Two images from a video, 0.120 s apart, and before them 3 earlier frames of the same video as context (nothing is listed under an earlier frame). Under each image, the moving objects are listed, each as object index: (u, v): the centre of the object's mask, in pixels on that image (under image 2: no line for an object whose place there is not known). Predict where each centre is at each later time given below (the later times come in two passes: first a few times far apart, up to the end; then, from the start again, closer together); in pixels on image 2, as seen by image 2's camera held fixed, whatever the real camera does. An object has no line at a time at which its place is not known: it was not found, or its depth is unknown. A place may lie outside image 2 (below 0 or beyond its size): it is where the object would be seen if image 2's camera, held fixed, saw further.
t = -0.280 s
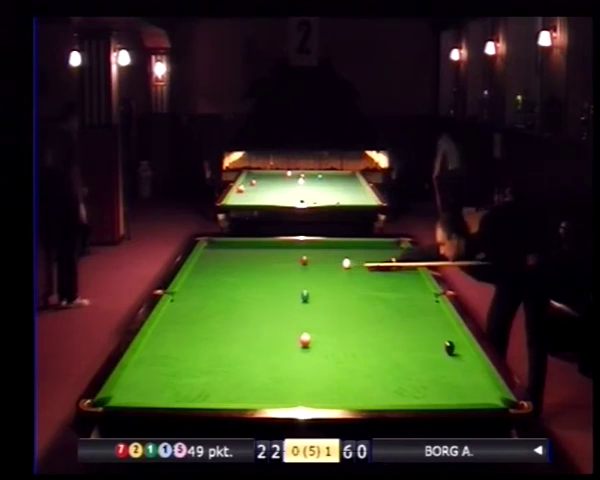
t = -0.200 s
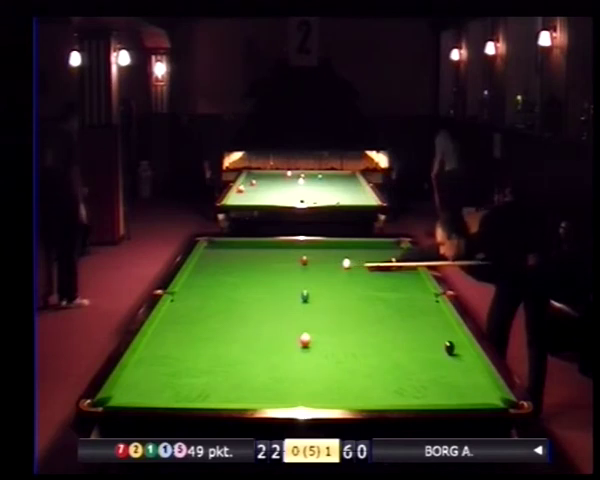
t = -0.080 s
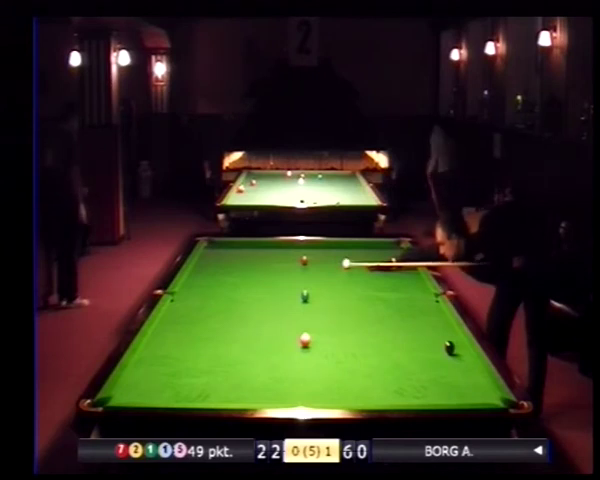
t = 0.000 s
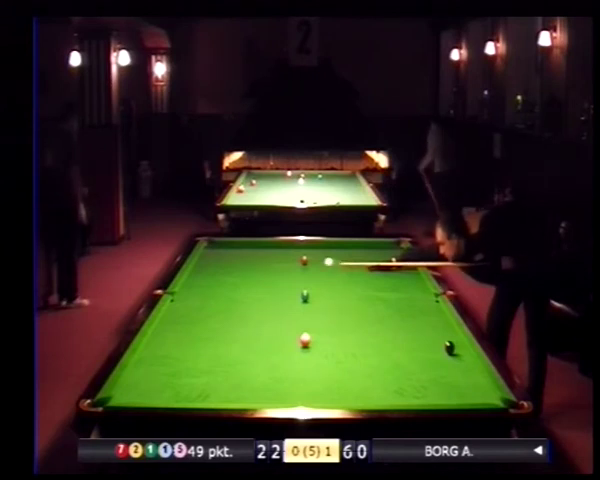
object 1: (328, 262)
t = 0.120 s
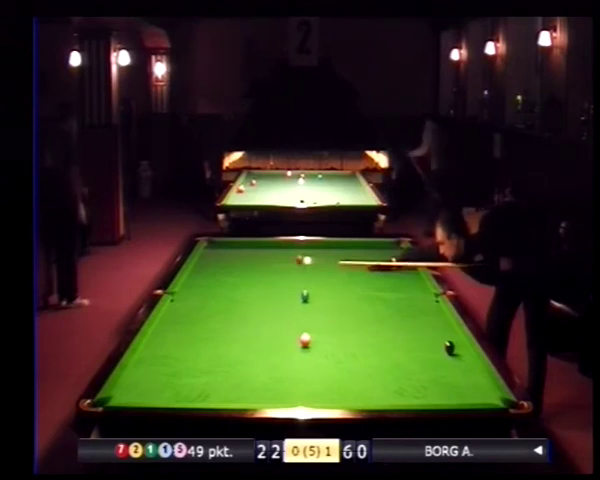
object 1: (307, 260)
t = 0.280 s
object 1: (296, 262)
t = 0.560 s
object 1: (277, 264)
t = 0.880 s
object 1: (255, 267)
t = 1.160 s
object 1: (237, 269)
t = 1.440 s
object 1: (219, 272)
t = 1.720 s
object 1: (202, 274)
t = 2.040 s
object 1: (192, 276)
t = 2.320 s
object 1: (202, 278)
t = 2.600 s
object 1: (210, 279)
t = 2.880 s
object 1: (218, 281)
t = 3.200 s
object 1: (227, 282)
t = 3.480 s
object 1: (234, 283)
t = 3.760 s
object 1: (240, 285)
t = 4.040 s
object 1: (246, 286)
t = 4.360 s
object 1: (251, 286)
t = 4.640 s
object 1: (255, 287)
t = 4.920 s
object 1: (257, 288)
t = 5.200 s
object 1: (260, 288)
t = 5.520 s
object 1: (262, 288)
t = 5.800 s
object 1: (262, 288)
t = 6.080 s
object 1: (262, 288)
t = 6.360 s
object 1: (263, 288)
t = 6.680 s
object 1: (263, 288)
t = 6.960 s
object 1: (263, 288)
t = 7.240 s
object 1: (263, 288)
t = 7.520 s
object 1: (263, 288)
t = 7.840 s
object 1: (263, 288)
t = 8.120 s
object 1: (263, 288)
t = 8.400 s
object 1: (263, 288)
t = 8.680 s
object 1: (263, 288)
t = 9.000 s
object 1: (263, 288)
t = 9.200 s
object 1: (263, 288)
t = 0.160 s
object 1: (304, 261)
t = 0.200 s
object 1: (301, 261)
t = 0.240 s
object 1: (298, 261)
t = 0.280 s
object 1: (296, 262)
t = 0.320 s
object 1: (293, 262)
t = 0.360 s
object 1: (290, 263)
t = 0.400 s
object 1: (288, 263)
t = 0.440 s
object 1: (285, 263)
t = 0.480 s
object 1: (282, 263)
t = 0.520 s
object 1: (279, 264)
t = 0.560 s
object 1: (277, 264)
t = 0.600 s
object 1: (274, 265)
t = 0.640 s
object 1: (271, 265)
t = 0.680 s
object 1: (268, 266)
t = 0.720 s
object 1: (266, 266)
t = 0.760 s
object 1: (263, 266)
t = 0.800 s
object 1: (261, 267)
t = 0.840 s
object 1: (258, 267)
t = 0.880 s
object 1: (255, 267)
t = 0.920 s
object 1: (253, 268)
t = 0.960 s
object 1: (250, 268)
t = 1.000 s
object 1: (247, 268)
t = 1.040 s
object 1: (245, 269)
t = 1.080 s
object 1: (242, 269)
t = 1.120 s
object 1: (240, 269)
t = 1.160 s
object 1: (237, 269)
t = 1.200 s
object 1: (235, 270)
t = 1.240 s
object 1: (232, 270)
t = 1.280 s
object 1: (229, 271)
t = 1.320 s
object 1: (227, 271)
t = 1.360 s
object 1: (224, 271)
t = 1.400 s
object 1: (222, 271)
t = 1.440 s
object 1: (219, 272)
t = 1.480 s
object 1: (217, 272)
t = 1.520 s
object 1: (214, 272)
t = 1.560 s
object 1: (212, 272)
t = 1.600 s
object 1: (209, 273)
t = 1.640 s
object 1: (207, 273)
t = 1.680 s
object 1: (204, 273)
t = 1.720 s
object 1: (202, 274)
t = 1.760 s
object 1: (200, 274)
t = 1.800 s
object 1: (197, 274)
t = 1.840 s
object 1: (195, 275)
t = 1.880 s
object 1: (193, 275)
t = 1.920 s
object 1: (190, 275)
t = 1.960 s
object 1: (190, 276)
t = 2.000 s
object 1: (191, 276)
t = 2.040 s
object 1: (192, 276)
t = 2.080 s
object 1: (194, 276)
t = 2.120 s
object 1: (195, 277)
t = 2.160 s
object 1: (196, 277)
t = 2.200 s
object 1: (198, 277)
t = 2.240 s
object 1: (199, 277)
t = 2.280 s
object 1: (200, 277)
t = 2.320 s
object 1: (202, 278)
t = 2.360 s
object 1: (203, 278)
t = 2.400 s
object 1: (204, 278)
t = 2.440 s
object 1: (205, 278)
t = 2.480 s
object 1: (207, 278)
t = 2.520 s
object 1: (208, 279)
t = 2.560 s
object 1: (209, 279)
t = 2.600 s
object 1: (210, 279)
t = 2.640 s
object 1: (212, 279)
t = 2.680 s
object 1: (213, 280)
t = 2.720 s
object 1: (214, 280)
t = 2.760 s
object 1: (215, 280)
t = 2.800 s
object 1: (216, 280)
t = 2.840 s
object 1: (217, 280)
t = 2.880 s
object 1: (218, 281)
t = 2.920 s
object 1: (220, 281)
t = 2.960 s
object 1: (220, 281)
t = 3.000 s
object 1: (222, 281)
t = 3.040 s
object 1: (223, 281)
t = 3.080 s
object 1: (224, 281)
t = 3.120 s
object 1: (224, 282)
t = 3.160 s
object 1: (226, 282)
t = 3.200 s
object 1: (227, 282)
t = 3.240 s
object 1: (228, 282)
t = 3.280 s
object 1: (229, 283)
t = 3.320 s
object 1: (230, 283)
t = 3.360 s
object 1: (231, 283)
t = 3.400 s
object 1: (232, 283)
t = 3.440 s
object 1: (233, 283)
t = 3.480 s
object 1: (234, 283)
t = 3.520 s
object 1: (235, 283)
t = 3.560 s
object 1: (236, 284)
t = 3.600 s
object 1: (237, 284)
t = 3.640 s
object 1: (237, 284)
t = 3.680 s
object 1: (238, 284)
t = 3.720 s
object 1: (239, 284)
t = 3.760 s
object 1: (240, 285)
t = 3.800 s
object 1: (241, 285)
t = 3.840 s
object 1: (242, 285)
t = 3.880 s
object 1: (242, 285)
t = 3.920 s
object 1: (243, 285)
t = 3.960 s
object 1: (244, 285)
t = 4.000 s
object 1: (245, 285)
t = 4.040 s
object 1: (246, 286)
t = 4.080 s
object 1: (246, 286)
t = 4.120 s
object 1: (247, 286)
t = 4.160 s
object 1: (248, 286)
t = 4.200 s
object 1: (248, 286)
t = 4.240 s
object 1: (249, 286)
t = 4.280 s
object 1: (249, 286)
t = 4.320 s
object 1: (250, 286)
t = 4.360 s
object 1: (251, 286)
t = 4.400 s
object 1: (251, 286)
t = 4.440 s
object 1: (252, 286)
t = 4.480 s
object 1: (253, 286)
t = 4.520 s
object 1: (253, 286)
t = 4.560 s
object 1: (253, 287)
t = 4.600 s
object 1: (254, 287)
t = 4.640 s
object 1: (255, 287)
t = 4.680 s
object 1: (255, 287)
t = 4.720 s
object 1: (256, 287)
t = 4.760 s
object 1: (256, 287)
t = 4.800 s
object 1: (257, 287)
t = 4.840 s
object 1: (257, 287)
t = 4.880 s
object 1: (257, 287)
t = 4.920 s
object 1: (257, 288)
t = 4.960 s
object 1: (258, 288)
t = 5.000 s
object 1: (258, 288)
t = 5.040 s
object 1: (259, 288)
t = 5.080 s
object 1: (259, 288)
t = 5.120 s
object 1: (259, 288)
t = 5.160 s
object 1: (260, 288)
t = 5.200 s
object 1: (260, 288)
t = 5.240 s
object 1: (260, 288)
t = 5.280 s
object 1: (260, 288)
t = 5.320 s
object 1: (261, 288)
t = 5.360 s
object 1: (261, 288)
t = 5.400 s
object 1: (261, 288)
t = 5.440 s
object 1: (261, 288)
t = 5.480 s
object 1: (261, 288)
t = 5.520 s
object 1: (262, 288)
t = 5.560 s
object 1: (262, 288)
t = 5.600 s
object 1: (262, 288)
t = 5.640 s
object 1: (262, 288)
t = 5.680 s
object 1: (262, 288)
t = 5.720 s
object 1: (262, 288)
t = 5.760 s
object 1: (262, 288)
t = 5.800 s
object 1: (262, 288)
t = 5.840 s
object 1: (262, 288)
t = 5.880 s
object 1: (262, 288)
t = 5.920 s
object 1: (262, 288)
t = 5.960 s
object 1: (262, 288)
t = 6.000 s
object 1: (262, 288)
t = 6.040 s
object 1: (262, 288)
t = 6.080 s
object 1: (262, 288)
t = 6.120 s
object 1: (262, 288)
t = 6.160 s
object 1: (262, 288)
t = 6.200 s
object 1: (262, 288)
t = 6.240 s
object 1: (263, 288)
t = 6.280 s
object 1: (262, 288)
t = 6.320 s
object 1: (262, 288)
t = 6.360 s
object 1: (263, 288)
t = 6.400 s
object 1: (263, 288)
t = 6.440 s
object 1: (263, 288)
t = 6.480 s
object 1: (263, 288)
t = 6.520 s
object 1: (263, 288)
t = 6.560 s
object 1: (263, 288)
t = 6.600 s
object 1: (263, 288)
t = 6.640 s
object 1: (263, 288)
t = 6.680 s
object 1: (263, 288)
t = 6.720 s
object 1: (263, 288)
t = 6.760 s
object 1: (263, 288)
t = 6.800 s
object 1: (263, 288)
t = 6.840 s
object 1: (263, 288)
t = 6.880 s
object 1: (263, 288)
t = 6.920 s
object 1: (263, 288)
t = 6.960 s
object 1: (263, 288)
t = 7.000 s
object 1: (263, 288)
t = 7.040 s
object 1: (263, 288)
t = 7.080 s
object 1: (263, 288)
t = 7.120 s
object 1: (263, 288)
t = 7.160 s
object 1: (263, 288)
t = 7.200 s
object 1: (263, 288)
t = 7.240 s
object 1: (263, 288)
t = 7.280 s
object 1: (263, 288)
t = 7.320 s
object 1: (263, 288)
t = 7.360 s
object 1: (263, 288)
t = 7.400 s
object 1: (263, 288)
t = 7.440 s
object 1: (263, 288)
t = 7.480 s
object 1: (263, 288)
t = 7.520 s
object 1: (263, 288)
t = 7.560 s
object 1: (263, 288)
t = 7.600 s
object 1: (263, 288)
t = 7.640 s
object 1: (263, 288)
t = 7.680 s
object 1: (263, 288)
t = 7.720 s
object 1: (263, 288)
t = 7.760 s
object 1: (263, 288)
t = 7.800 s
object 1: (263, 288)
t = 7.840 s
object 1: (263, 288)
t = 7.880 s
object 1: (263, 288)
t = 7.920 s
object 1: (263, 288)
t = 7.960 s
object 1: (263, 288)
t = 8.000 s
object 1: (263, 288)
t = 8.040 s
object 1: (263, 288)
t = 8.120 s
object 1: (263, 288)
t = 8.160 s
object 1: (263, 288)
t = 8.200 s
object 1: (263, 288)
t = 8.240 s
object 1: (263, 288)
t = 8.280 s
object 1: (263, 288)
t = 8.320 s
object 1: (263, 288)
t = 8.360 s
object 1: (263, 288)
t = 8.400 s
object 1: (263, 288)
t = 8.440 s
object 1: (263, 288)
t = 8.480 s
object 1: (263, 288)
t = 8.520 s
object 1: (263, 288)
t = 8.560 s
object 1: (263, 288)
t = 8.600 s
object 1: (263, 288)
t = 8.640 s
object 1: (263, 288)
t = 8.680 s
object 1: (263, 288)
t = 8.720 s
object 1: (263, 288)
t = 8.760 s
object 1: (263, 288)
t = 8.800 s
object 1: (263, 288)
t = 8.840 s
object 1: (263, 288)
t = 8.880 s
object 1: (263, 288)
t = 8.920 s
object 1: (263, 288)
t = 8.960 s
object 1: (263, 288)
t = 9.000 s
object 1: (263, 288)
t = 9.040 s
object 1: (263, 288)
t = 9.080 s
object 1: (263, 288)
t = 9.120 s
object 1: (263, 288)
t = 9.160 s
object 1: (263, 288)
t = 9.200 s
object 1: (263, 288)
